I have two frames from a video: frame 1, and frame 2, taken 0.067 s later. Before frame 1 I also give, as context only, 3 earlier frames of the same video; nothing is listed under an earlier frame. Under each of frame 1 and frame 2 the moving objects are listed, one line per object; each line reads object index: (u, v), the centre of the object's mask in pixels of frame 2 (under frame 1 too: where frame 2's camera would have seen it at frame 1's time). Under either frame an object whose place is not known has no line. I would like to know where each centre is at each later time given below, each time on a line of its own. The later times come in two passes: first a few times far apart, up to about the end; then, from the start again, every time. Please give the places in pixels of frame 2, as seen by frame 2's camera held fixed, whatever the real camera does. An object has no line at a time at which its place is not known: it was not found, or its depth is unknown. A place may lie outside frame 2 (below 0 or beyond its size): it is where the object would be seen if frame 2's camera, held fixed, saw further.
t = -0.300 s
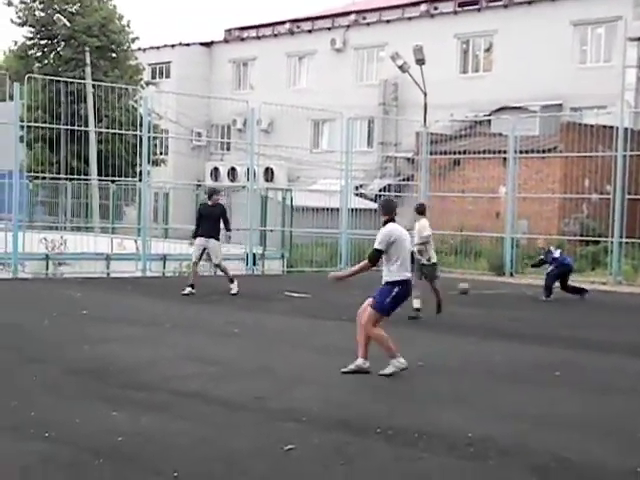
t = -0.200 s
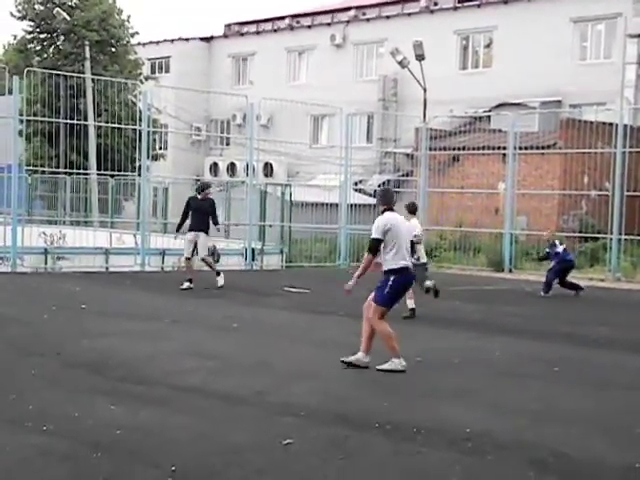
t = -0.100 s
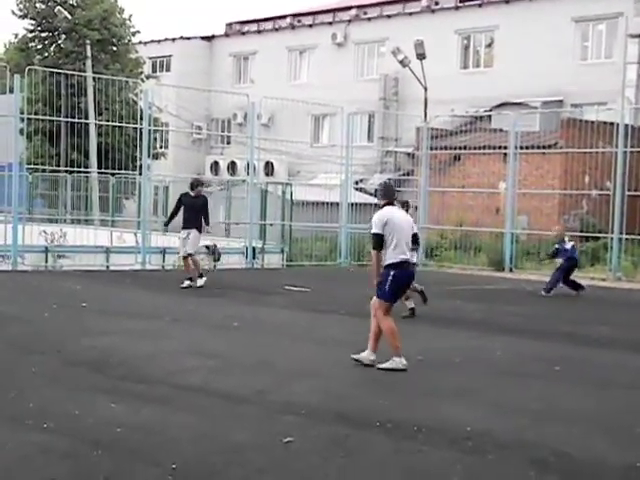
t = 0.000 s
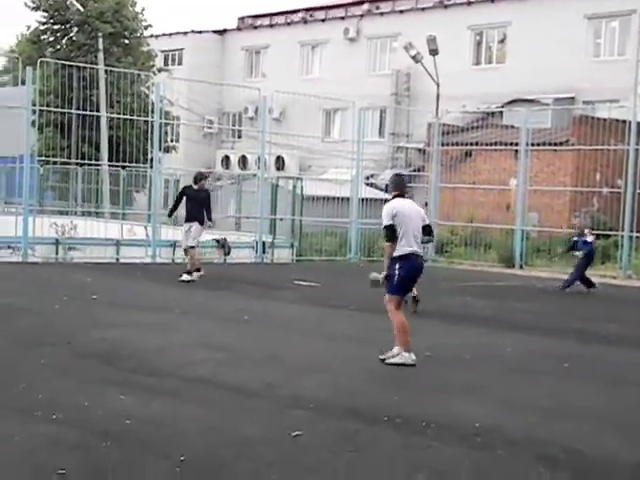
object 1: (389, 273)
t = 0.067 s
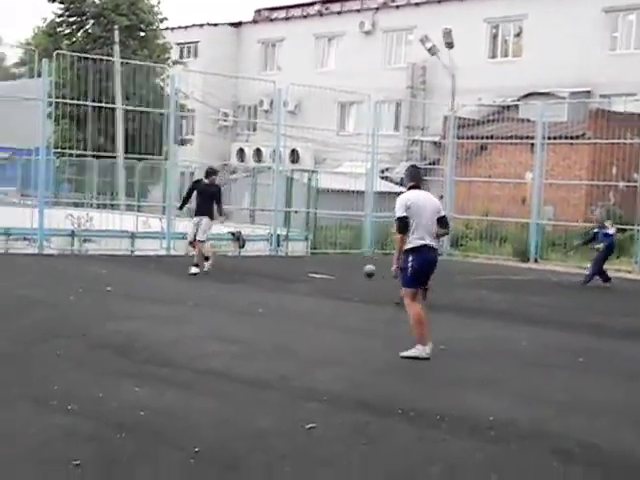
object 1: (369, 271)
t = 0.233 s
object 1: (317, 268)
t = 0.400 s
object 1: (265, 267)
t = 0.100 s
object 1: (358, 271)
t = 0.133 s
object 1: (348, 270)
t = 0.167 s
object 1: (338, 269)
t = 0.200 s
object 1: (327, 268)
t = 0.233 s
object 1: (317, 268)
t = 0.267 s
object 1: (306, 269)
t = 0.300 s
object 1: (295, 268)
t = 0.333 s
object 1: (285, 268)
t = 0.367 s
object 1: (275, 268)
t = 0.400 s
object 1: (265, 267)
